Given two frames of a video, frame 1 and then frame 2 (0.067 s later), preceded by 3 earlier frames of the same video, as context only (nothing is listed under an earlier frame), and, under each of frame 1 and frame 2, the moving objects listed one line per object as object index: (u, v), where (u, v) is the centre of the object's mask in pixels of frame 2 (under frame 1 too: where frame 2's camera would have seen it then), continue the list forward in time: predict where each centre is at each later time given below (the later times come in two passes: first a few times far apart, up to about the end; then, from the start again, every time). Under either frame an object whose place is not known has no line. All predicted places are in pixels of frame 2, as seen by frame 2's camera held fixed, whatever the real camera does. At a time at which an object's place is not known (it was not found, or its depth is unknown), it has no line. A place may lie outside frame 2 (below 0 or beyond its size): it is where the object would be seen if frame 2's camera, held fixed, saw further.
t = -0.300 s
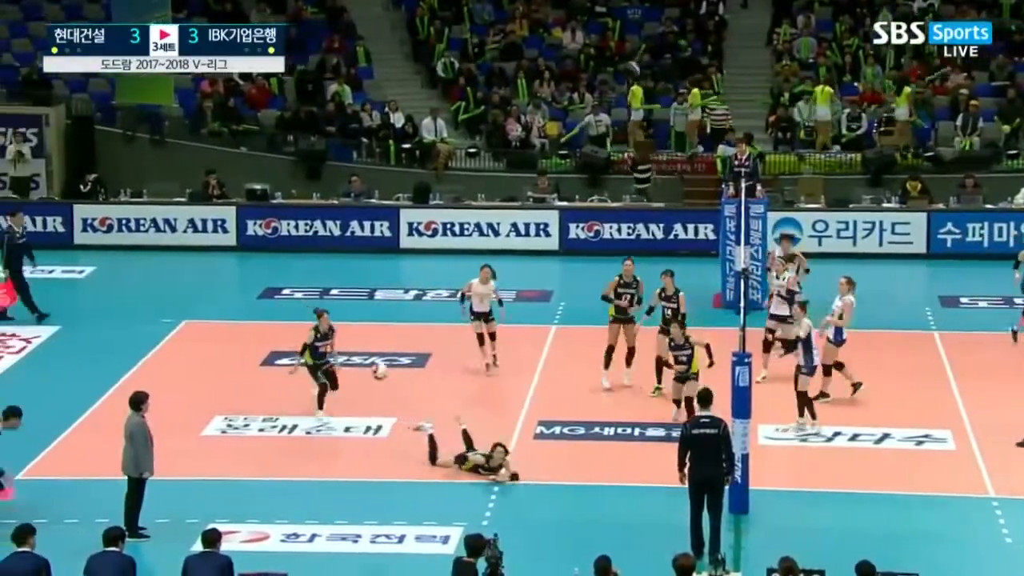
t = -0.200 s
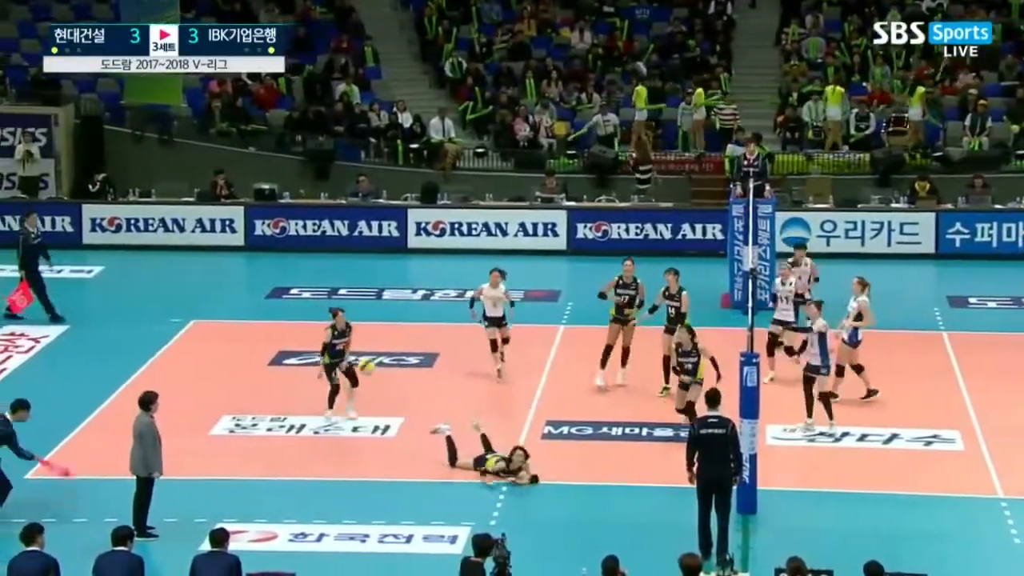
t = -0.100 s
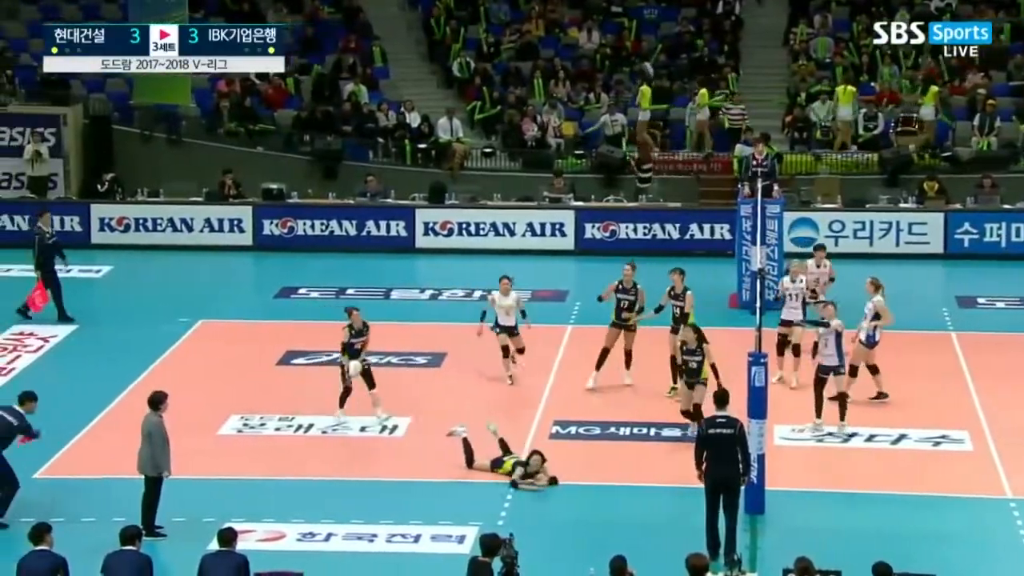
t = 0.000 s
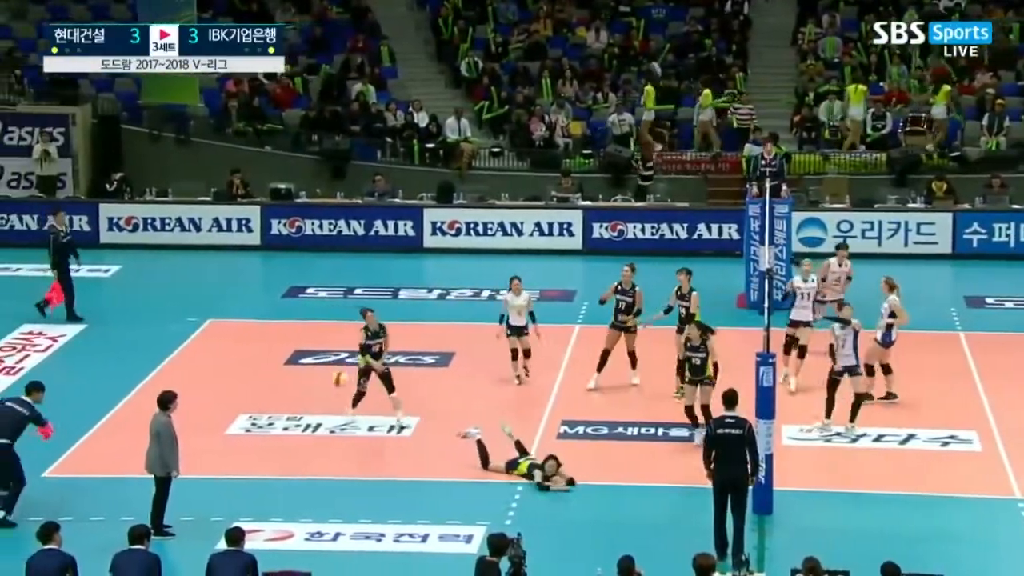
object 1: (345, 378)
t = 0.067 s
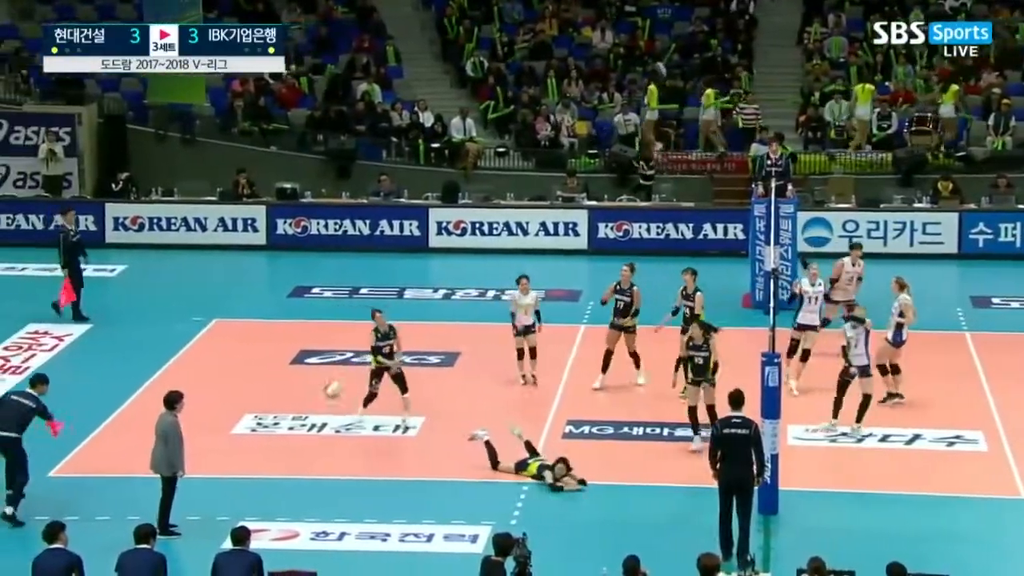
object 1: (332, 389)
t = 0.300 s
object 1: (284, 455)
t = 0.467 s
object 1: (251, 495)
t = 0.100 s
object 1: (325, 396)
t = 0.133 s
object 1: (318, 403)
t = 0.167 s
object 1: (310, 412)
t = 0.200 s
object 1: (303, 423)
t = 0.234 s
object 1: (294, 435)
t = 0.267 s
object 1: (291, 444)
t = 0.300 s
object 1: (284, 455)
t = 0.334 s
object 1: (278, 468)
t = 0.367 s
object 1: (270, 482)
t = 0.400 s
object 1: (264, 497)
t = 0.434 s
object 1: (258, 506)
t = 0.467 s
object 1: (251, 495)
